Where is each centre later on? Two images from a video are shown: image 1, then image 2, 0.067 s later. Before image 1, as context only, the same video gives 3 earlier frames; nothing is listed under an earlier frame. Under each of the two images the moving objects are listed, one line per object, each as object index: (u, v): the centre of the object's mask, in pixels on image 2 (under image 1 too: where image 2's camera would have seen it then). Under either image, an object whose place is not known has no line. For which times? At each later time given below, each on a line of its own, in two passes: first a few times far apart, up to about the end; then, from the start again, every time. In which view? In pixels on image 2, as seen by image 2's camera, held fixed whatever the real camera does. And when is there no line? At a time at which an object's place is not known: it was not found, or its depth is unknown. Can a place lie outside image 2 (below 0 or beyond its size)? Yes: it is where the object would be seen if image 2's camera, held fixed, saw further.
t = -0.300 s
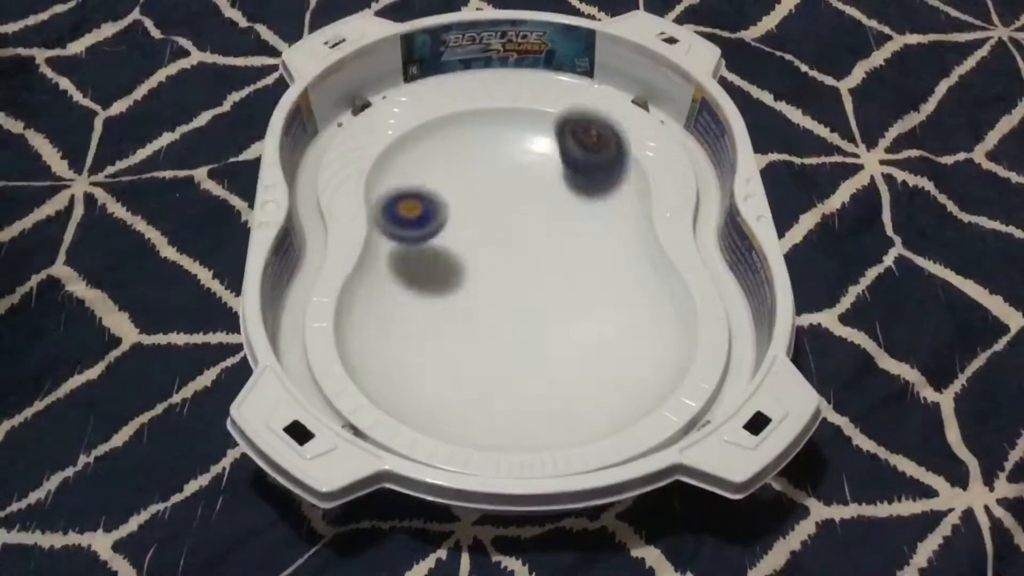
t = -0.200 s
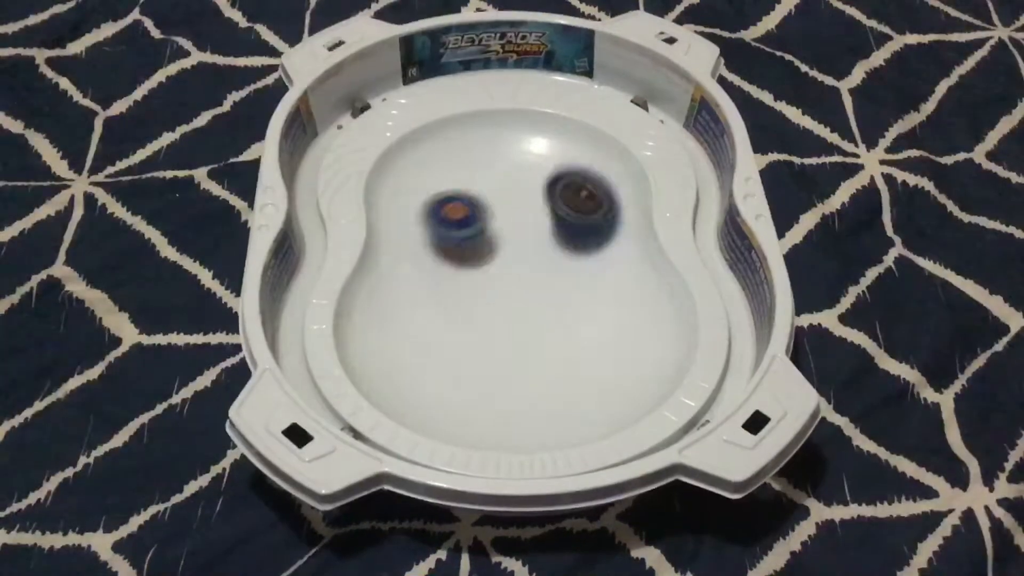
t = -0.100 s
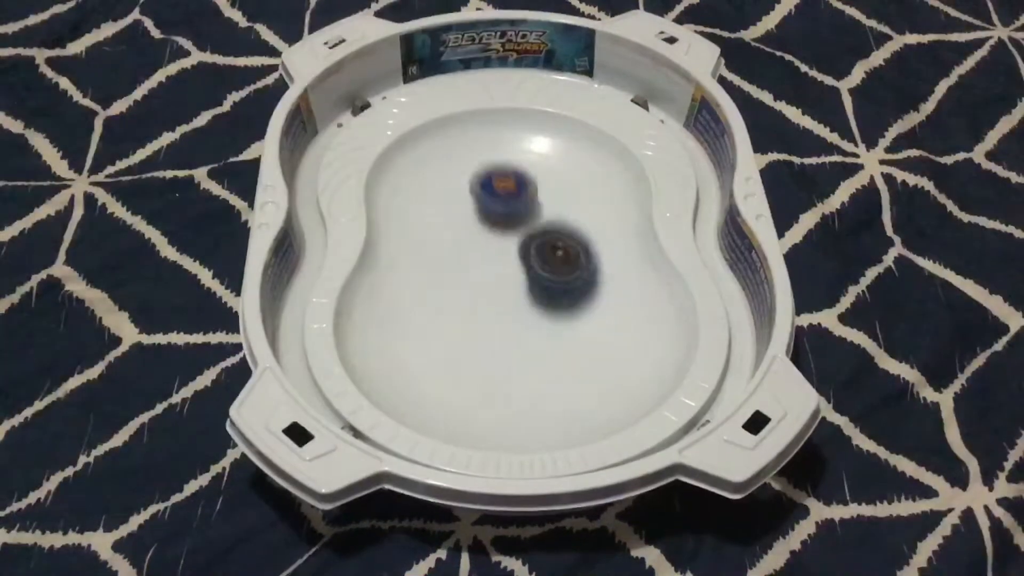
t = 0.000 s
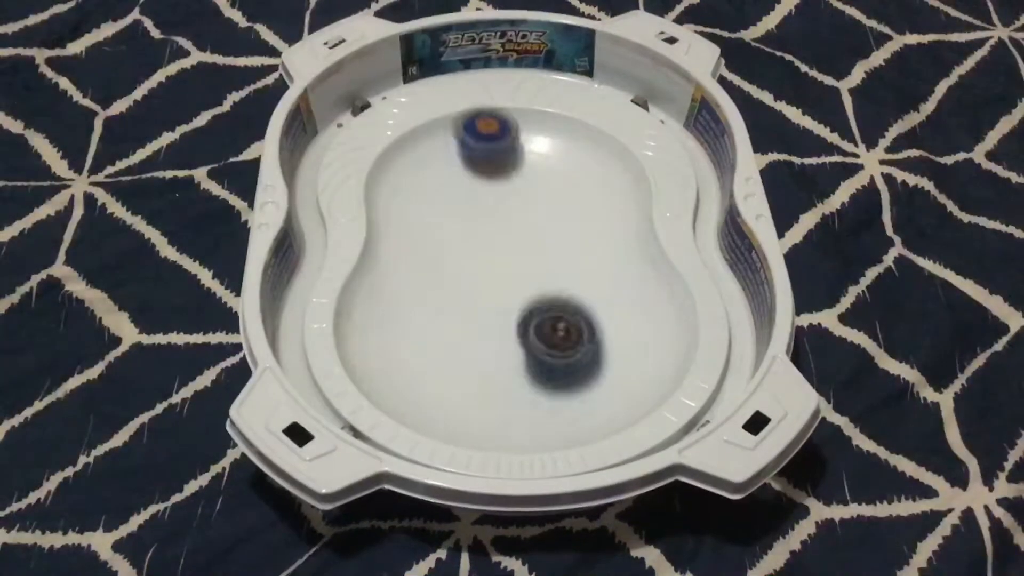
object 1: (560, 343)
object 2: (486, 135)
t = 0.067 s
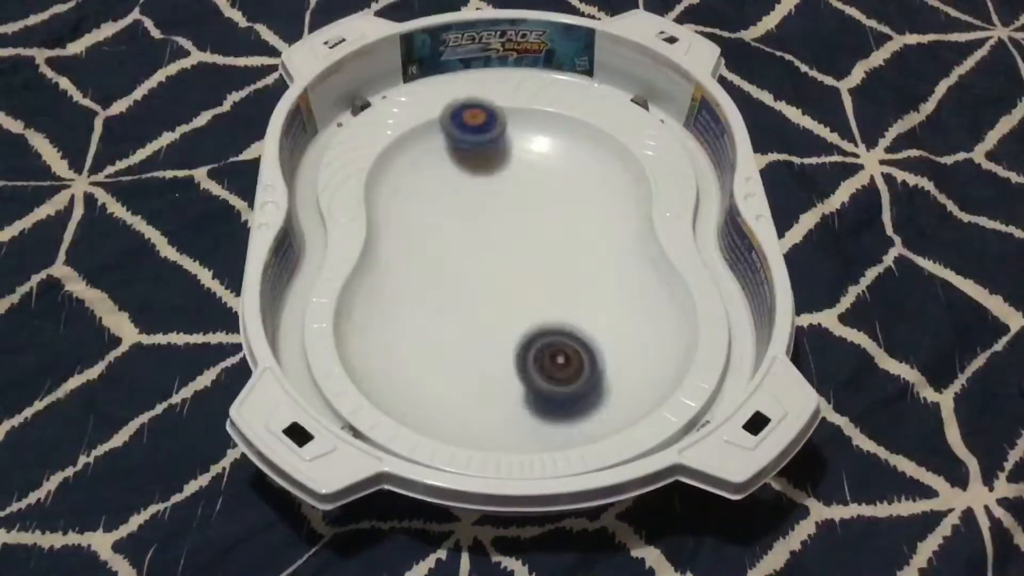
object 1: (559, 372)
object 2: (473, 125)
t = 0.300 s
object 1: (573, 345)
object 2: (470, 264)
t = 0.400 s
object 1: (577, 275)
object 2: (509, 335)
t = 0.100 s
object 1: (560, 379)
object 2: (469, 139)
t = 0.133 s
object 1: (561, 382)
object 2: (467, 157)
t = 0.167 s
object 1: (563, 382)
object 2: (461, 174)
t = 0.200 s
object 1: (564, 378)
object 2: (456, 193)
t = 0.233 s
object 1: (567, 371)
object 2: (455, 213)
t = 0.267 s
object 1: (570, 360)
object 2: (460, 238)
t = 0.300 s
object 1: (573, 345)
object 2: (470, 264)
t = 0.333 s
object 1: (578, 325)
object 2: (482, 290)
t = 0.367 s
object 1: (579, 301)
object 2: (496, 315)
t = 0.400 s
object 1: (577, 275)
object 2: (509, 335)
